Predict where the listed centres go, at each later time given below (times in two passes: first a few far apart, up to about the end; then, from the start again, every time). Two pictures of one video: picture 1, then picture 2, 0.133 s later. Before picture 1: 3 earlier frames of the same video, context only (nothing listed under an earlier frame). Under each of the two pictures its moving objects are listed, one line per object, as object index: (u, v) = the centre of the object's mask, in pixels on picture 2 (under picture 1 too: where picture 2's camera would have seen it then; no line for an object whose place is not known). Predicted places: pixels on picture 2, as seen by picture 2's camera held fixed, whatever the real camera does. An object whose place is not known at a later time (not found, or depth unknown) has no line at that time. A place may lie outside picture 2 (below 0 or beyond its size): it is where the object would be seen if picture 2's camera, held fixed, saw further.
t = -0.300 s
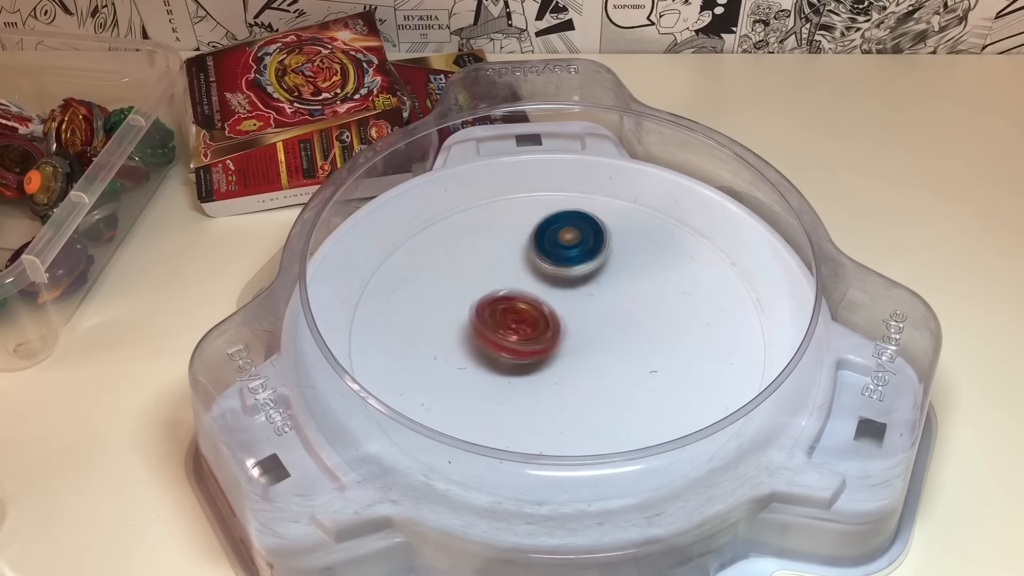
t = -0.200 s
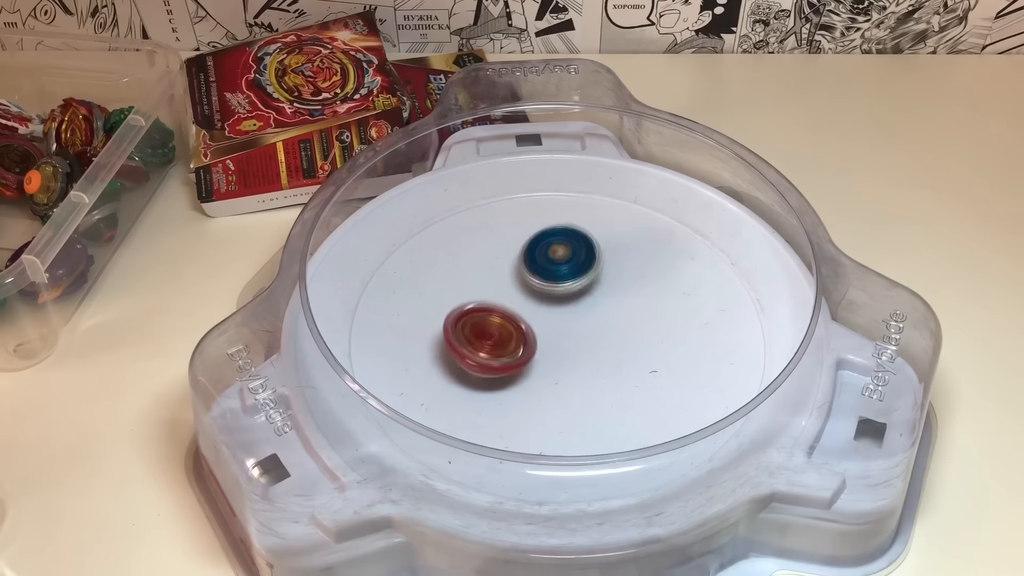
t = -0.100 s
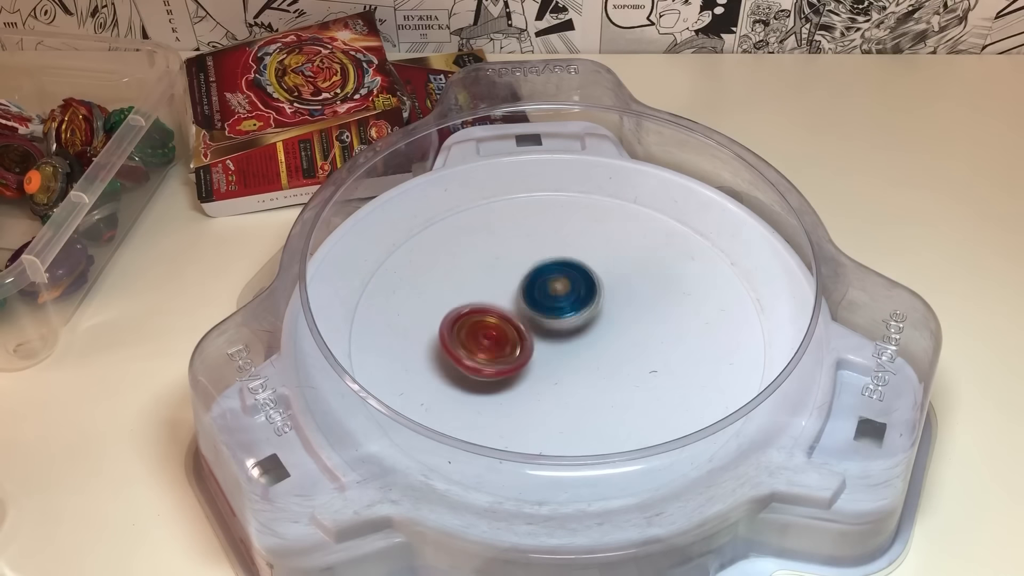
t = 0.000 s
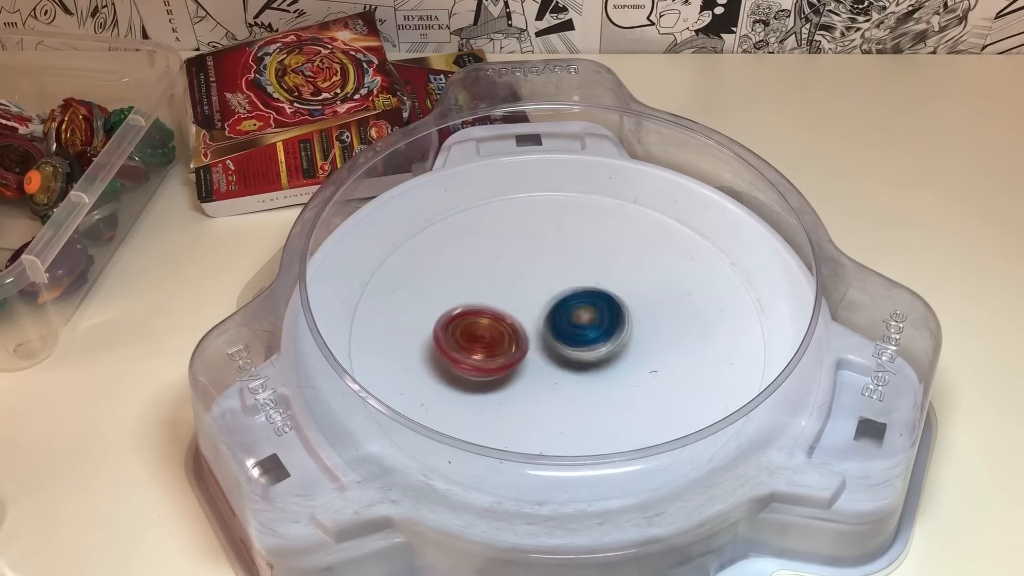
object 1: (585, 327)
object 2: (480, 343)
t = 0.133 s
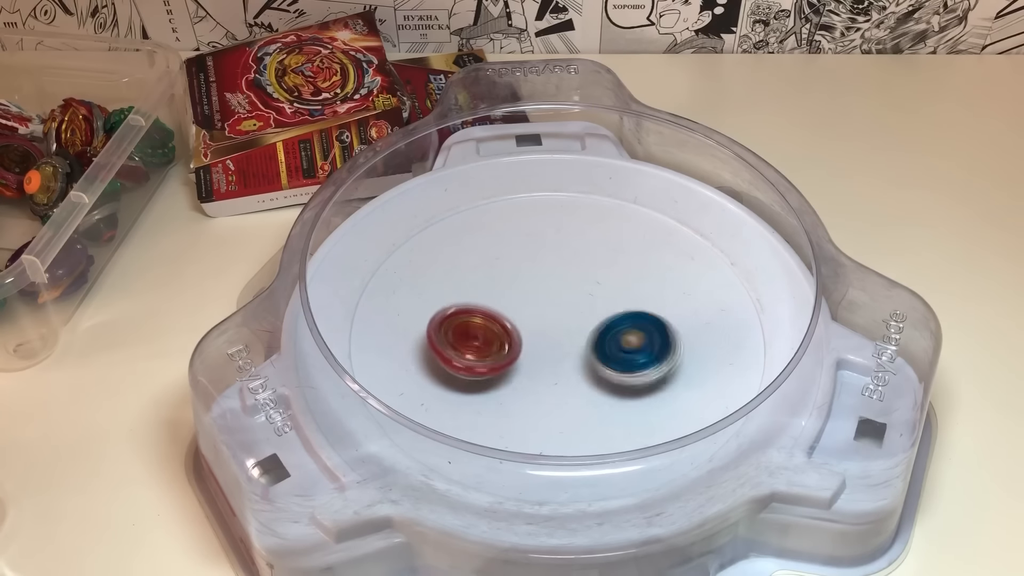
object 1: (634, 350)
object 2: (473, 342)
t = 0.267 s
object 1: (674, 357)
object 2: (499, 338)
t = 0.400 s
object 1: (674, 343)
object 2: (533, 332)
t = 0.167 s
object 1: (644, 354)
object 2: (477, 340)
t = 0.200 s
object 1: (655, 357)
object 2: (482, 340)
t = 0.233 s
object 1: (666, 358)
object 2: (490, 338)
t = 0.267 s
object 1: (674, 357)
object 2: (499, 338)
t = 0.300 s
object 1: (679, 355)
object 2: (508, 336)
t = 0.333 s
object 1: (683, 351)
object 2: (515, 334)
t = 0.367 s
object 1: (680, 347)
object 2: (524, 332)
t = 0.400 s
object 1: (674, 343)
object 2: (533, 332)
